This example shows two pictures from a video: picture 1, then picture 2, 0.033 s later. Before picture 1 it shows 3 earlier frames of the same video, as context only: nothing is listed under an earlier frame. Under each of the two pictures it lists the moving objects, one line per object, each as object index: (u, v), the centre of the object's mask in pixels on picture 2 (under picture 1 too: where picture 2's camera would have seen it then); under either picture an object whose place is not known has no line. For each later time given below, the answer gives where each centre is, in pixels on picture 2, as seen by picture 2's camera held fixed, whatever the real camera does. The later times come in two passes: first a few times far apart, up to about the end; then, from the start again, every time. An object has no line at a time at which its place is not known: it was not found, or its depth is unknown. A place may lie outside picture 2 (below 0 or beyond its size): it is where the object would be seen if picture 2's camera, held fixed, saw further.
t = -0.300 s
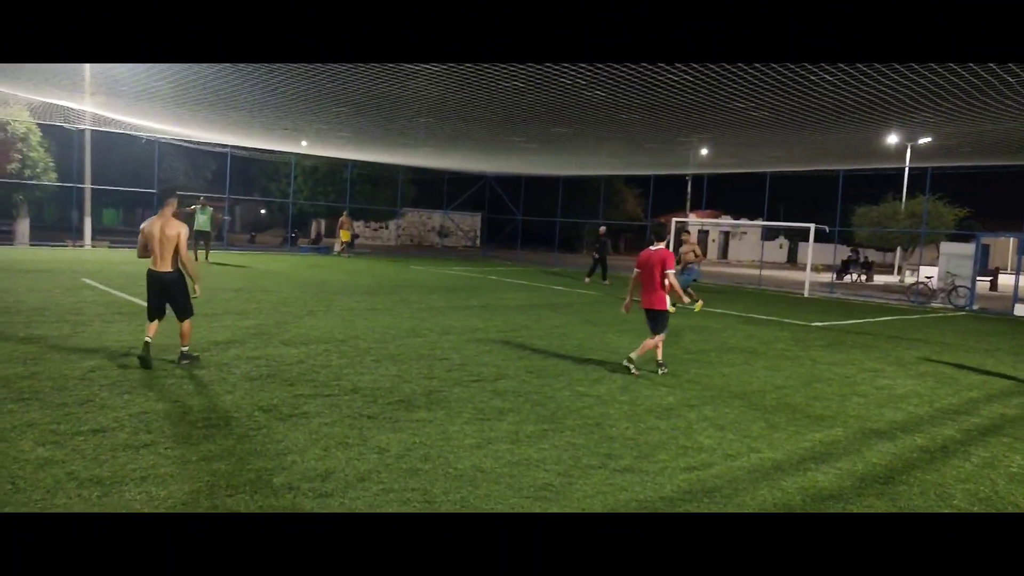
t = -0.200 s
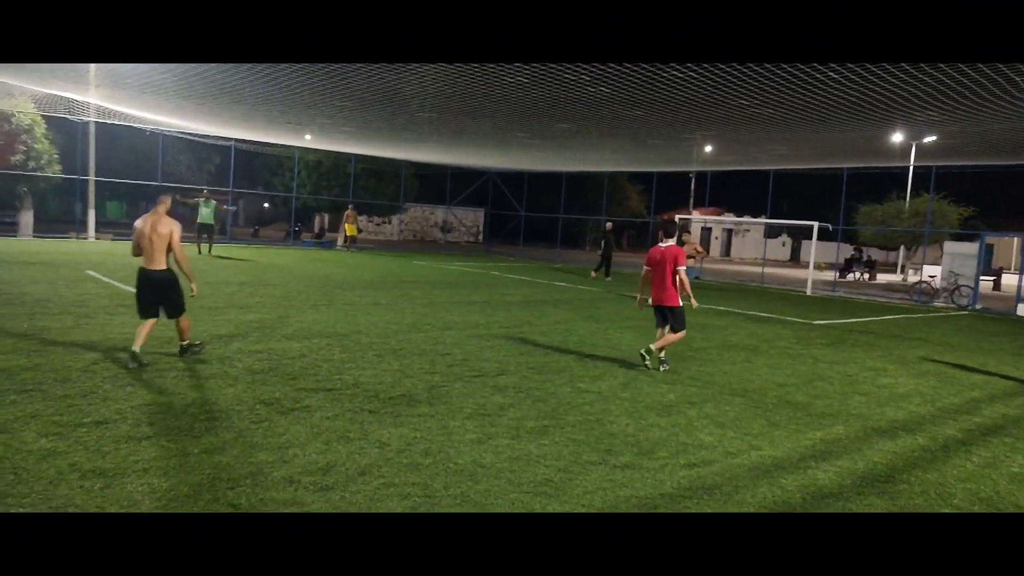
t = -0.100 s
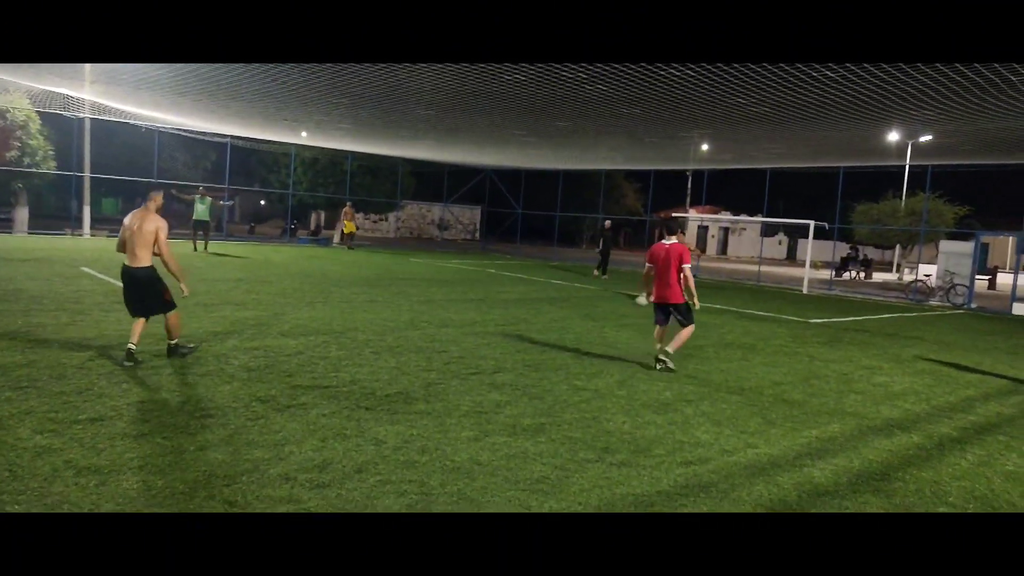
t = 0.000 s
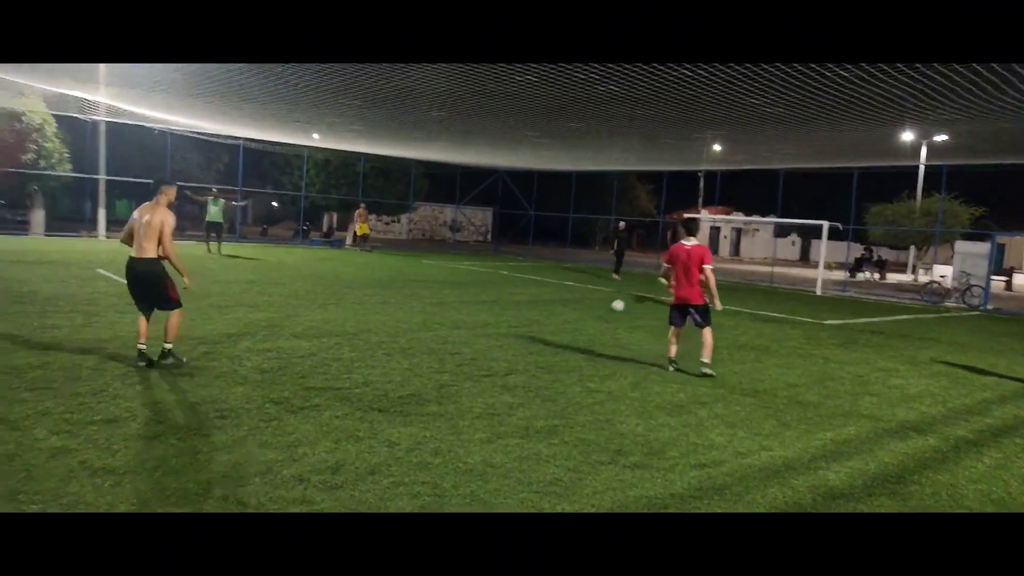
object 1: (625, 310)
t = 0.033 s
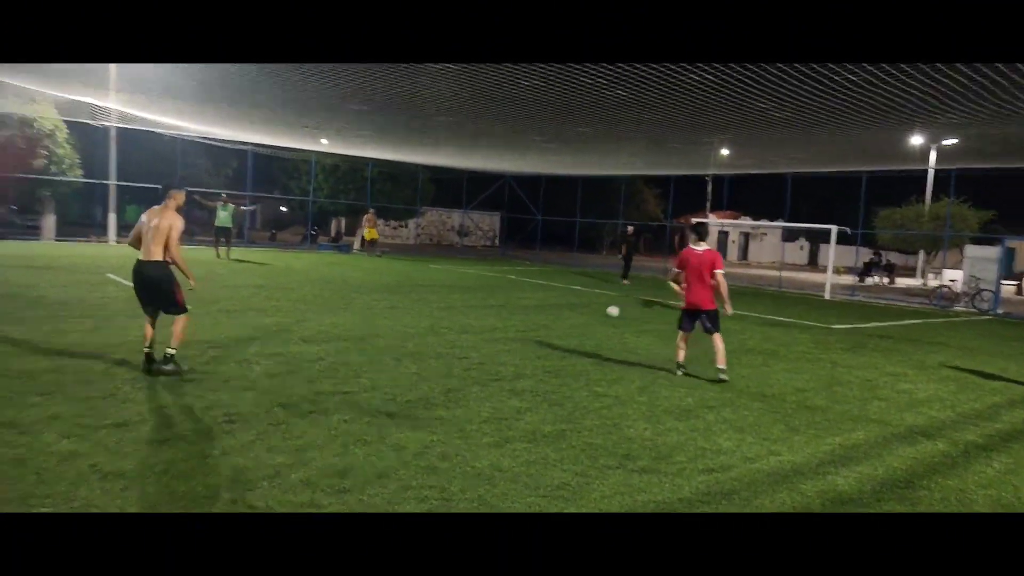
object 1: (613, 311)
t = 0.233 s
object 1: (528, 318)
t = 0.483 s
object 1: (398, 333)
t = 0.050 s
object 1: (607, 311)
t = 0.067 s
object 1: (600, 312)
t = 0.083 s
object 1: (593, 312)
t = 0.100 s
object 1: (586, 314)
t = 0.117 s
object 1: (579, 314)
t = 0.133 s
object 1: (572, 315)
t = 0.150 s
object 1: (565, 315)
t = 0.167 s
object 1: (558, 315)
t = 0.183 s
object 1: (551, 315)
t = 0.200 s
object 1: (543, 316)
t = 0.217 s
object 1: (536, 317)
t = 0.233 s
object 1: (528, 318)
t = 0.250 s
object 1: (520, 320)
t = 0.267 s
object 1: (512, 321)
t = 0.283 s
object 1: (504, 322)
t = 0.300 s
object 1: (497, 322)
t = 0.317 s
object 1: (488, 322)
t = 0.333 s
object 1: (480, 323)
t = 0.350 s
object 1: (471, 324)
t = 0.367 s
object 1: (463, 325)
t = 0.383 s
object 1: (454, 326)
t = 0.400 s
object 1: (445, 328)
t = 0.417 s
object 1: (436, 329)
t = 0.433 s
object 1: (426, 330)
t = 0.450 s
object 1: (417, 331)
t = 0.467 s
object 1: (408, 332)
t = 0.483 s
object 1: (398, 333)
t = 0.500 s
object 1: (388, 334)
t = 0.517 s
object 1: (379, 335)
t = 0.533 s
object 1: (369, 336)
